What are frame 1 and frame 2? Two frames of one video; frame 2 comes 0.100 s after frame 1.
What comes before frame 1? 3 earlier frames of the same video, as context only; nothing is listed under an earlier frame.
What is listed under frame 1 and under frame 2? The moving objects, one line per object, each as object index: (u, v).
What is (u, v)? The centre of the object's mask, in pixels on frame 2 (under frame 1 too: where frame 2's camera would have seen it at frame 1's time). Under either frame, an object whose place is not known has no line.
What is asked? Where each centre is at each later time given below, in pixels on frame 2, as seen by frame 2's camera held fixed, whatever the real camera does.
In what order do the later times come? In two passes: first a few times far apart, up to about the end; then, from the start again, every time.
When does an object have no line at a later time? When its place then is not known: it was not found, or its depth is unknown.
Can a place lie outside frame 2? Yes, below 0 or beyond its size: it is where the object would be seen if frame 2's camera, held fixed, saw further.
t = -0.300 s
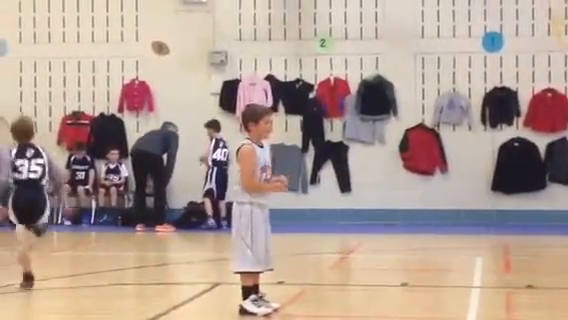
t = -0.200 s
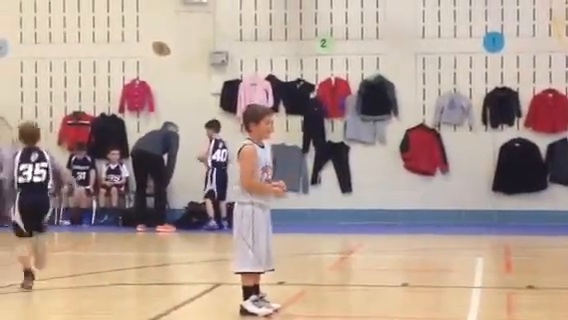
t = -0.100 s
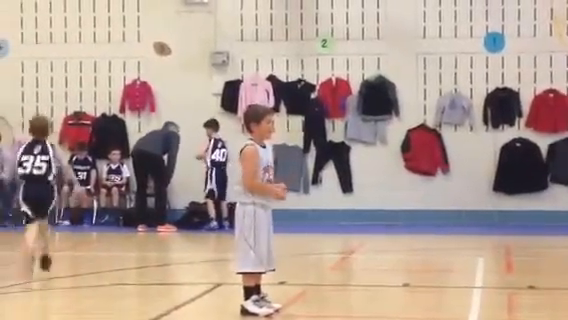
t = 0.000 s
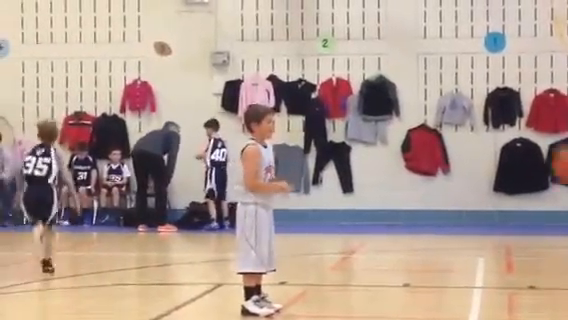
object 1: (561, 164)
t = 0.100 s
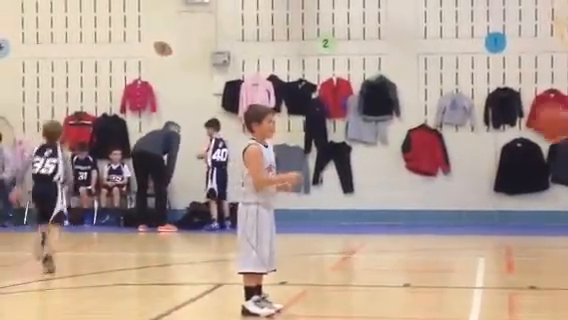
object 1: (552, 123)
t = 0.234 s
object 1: (528, 94)
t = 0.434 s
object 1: (495, 98)
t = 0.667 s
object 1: (456, 180)
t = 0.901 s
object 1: (414, 270)
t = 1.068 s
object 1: (379, 193)
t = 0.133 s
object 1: (547, 115)
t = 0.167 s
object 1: (543, 110)
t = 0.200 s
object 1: (536, 99)
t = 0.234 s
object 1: (528, 94)
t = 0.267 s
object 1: (525, 91)
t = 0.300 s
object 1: (519, 89)
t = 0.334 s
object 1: (512, 89)
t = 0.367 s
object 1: (506, 91)
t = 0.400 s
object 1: (501, 94)
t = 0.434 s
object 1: (495, 98)
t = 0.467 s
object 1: (490, 105)
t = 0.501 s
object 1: (485, 113)
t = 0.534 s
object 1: (479, 123)
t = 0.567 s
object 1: (473, 131)
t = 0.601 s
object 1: (466, 146)
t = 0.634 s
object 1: (463, 162)
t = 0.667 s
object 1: (456, 180)
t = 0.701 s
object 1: (449, 200)
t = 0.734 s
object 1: (444, 219)
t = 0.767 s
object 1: (439, 243)
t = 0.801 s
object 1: (433, 264)
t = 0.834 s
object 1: (428, 293)
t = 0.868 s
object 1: (420, 289)
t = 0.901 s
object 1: (414, 270)
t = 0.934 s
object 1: (407, 252)
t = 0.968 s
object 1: (400, 235)
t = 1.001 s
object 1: (394, 220)
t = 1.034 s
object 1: (386, 207)
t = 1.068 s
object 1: (379, 193)
